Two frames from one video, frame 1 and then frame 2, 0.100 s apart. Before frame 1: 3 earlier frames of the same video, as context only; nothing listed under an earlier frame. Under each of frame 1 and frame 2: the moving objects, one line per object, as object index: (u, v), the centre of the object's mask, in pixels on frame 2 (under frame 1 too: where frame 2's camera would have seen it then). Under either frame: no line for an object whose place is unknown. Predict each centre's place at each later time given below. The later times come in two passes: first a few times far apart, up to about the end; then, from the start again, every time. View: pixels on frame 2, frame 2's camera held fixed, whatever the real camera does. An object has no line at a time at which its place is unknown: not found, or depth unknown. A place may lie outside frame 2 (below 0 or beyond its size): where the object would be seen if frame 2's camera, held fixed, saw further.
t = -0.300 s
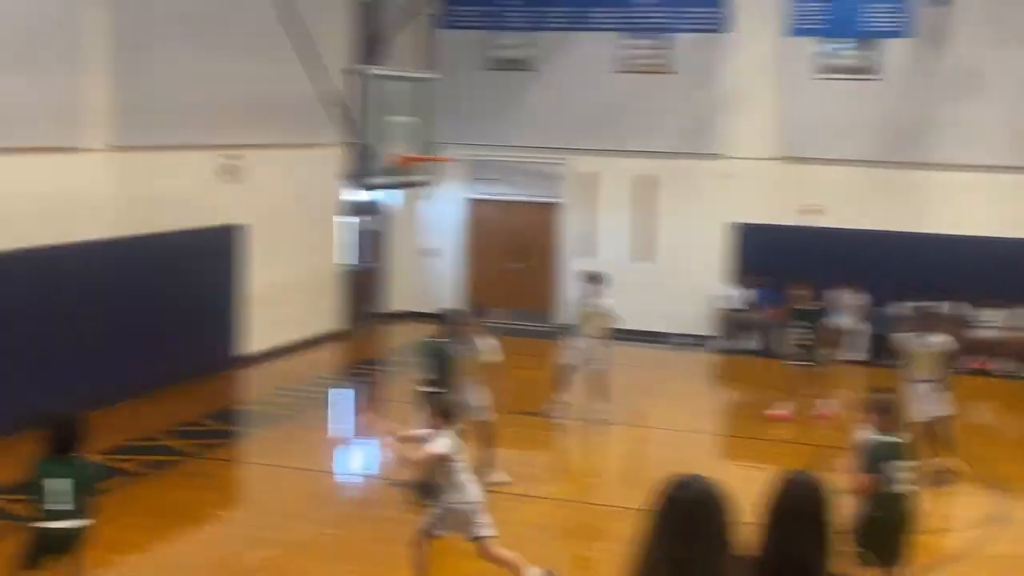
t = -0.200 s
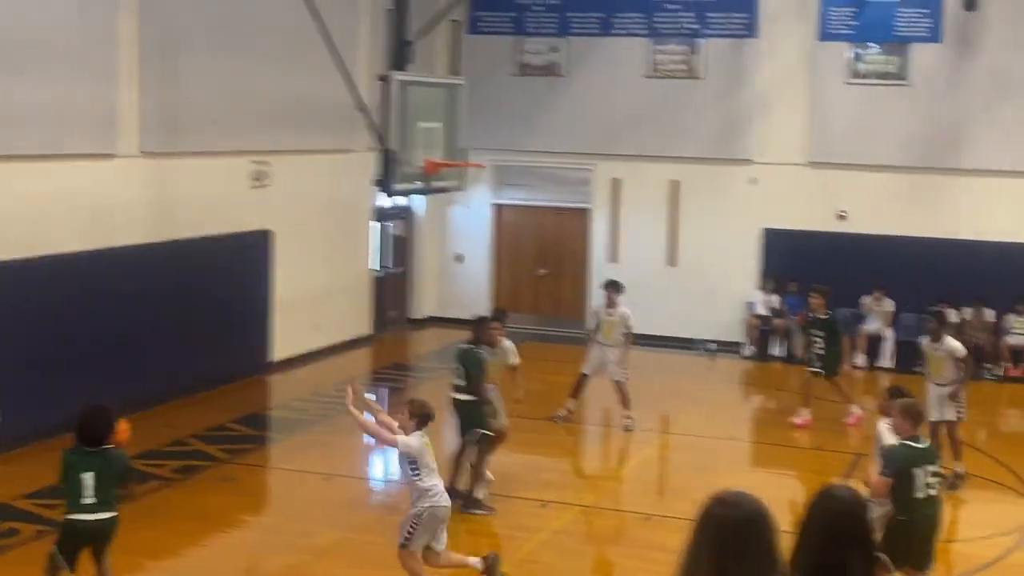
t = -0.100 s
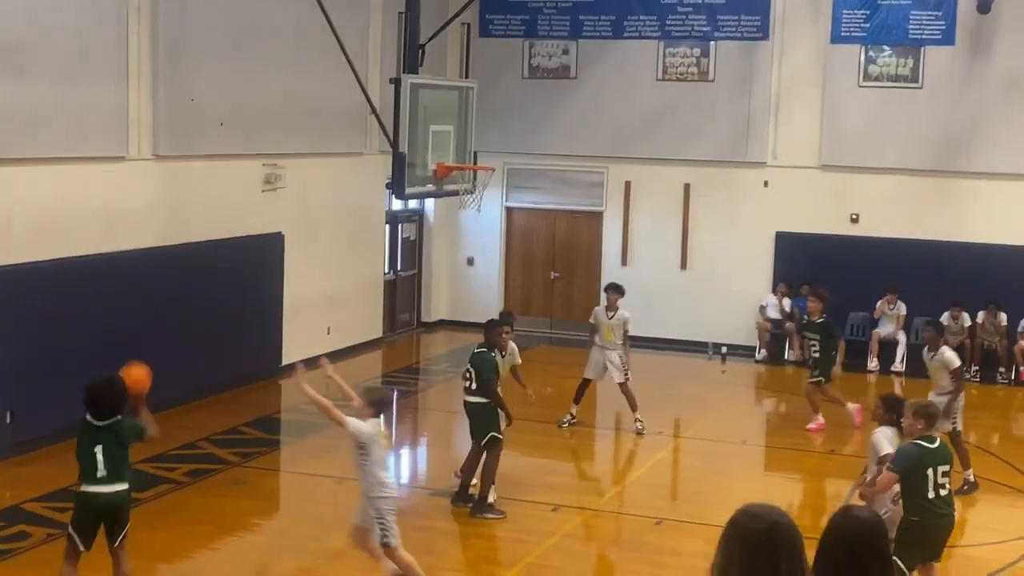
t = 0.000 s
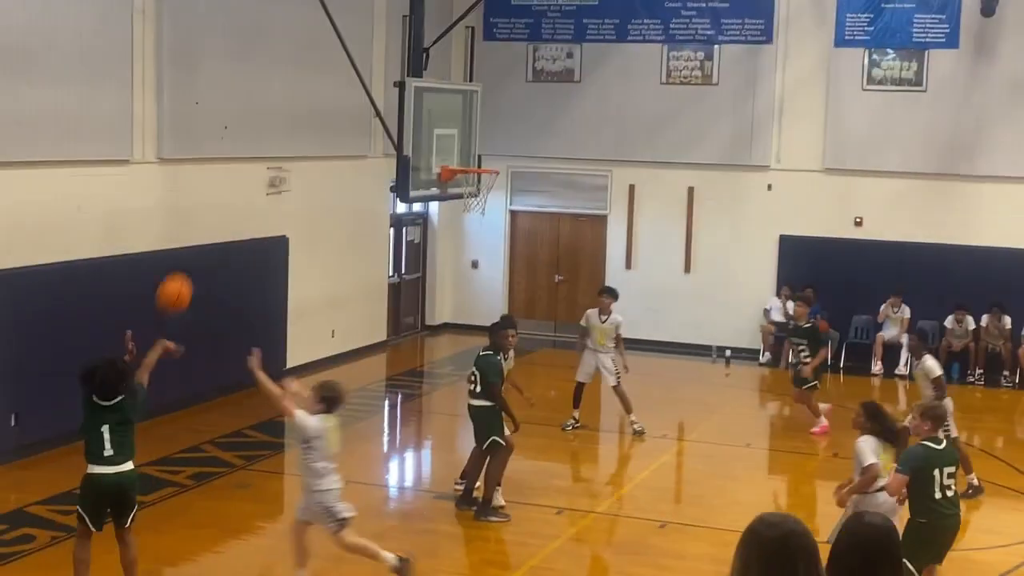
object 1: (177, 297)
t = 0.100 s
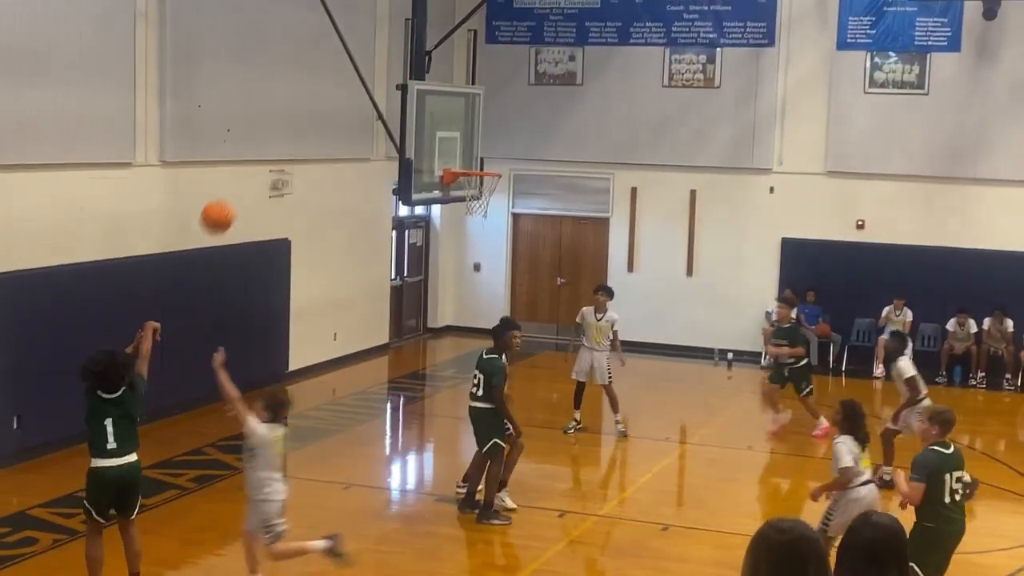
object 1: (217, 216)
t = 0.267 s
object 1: (276, 123)
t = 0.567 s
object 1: (360, 63)
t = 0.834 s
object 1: (419, 93)
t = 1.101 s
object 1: (463, 147)
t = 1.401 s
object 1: (496, 105)
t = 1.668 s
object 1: (522, 135)
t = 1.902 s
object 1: (539, 206)
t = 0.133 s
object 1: (230, 194)
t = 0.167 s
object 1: (242, 174)
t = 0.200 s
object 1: (254, 155)
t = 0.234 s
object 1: (265, 138)
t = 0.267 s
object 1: (276, 123)
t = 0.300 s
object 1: (286, 111)
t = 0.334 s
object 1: (296, 100)
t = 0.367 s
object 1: (305, 90)
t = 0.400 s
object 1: (315, 82)
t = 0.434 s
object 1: (325, 75)
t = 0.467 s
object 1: (334, 70)
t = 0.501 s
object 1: (343, 66)
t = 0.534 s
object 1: (352, 64)
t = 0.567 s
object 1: (360, 63)
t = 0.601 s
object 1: (368, 63)
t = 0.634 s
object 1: (376, 64)
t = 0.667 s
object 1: (384, 66)
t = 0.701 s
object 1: (391, 69)
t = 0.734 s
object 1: (398, 73)
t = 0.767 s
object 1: (406, 80)
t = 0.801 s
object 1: (412, 86)
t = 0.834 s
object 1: (419, 93)
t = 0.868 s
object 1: (426, 101)
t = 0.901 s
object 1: (433, 110)
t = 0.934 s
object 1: (438, 120)
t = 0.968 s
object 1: (443, 131)
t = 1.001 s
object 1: (449, 142)
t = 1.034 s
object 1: (455, 154)
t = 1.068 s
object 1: (459, 157)
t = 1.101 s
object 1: (463, 147)
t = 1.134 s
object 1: (468, 139)
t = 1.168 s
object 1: (471, 131)
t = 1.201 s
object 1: (475, 124)
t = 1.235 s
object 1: (479, 118)
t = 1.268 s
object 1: (482, 114)
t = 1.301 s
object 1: (486, 110)
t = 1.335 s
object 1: (490, 108)
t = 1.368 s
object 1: (493, 106)
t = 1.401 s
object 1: (496, 105)
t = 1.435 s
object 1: (499, 106)
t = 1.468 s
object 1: (503, 108)
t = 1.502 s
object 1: (506, 110)
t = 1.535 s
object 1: (510, 113)
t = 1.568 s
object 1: (512, 117)
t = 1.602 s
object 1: (515, 122)
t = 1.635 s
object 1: (518, 129)
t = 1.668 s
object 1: (522, 135)
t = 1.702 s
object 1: (524, 143)
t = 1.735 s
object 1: (526, 151)
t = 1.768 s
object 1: (529, 161)
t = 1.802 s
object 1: (533, 171)
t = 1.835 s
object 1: (533, 183)
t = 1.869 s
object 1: (537, 194)
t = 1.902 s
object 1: (539, 206)
